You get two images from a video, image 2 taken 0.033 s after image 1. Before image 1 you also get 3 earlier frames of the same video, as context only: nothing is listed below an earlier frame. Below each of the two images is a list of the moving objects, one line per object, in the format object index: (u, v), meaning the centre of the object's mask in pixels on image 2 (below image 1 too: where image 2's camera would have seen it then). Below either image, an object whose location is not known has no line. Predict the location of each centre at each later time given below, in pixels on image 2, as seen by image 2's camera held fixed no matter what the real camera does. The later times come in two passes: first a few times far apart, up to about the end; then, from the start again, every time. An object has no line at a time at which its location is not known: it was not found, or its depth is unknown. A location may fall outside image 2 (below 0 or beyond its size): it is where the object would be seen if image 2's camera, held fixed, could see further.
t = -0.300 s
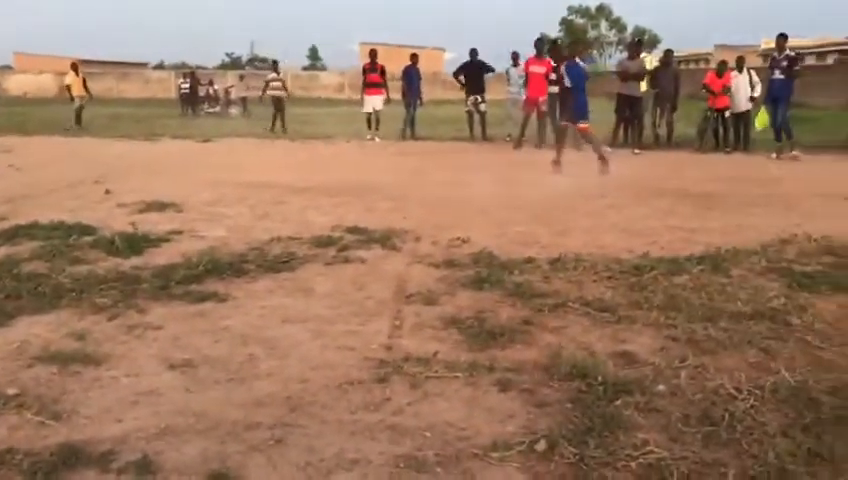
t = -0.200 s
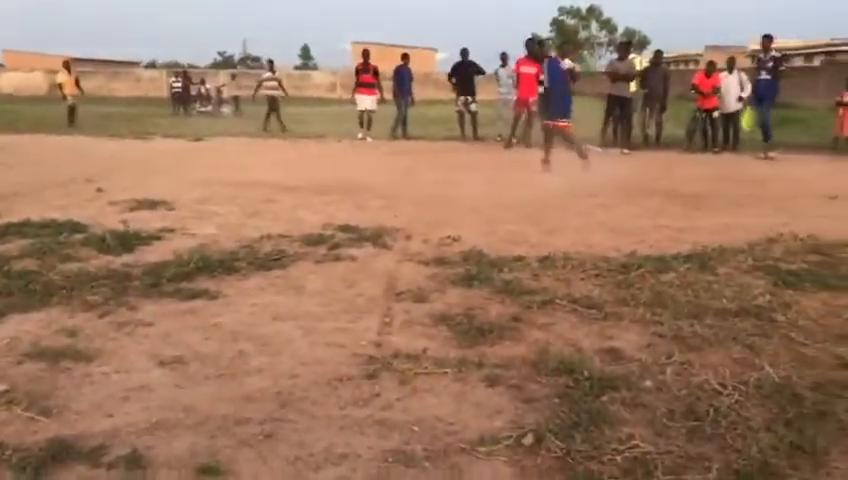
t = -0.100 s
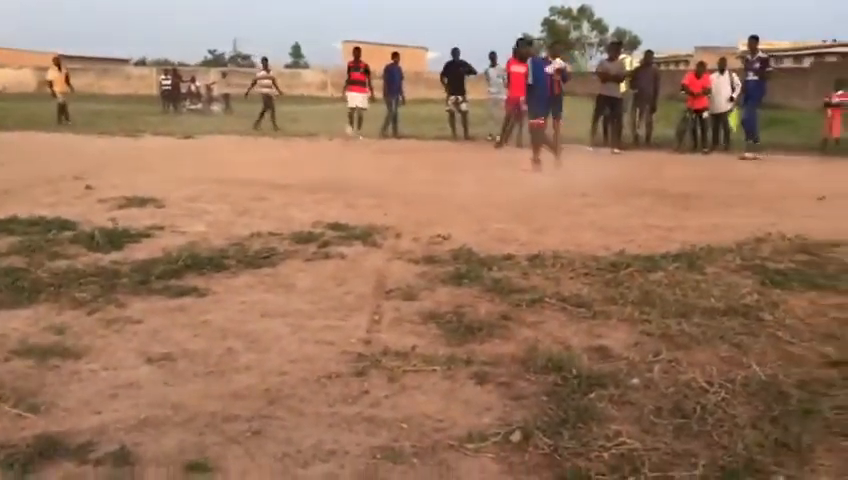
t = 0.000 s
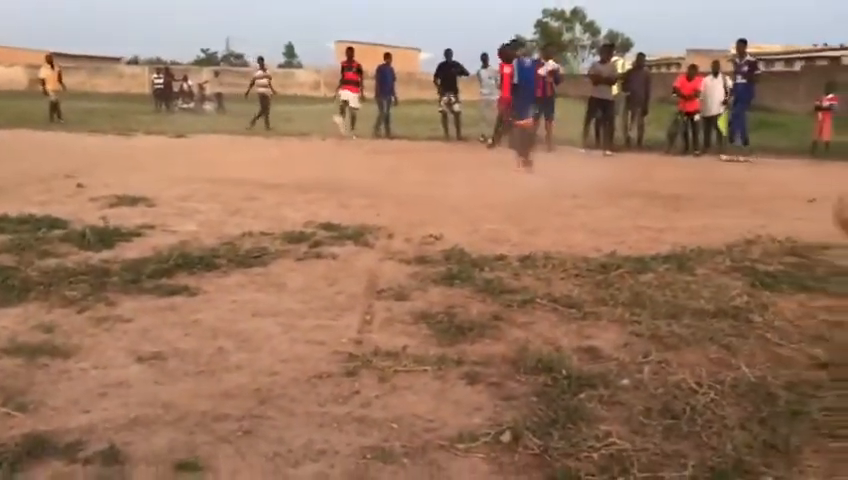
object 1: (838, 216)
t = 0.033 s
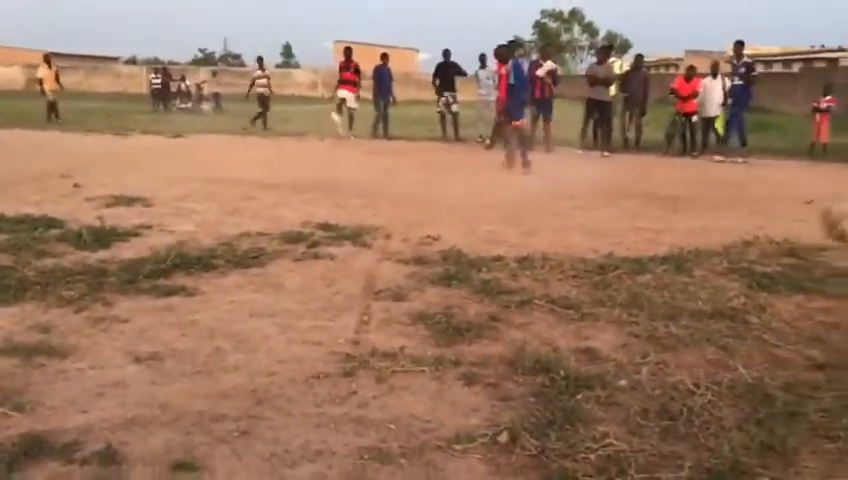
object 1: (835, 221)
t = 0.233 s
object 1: (791, 227)
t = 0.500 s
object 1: (727, 234)
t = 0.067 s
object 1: (832, 229)
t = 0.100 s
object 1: (830, 239)
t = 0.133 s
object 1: (822, 241)
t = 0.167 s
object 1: (811, 238)
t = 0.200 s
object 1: (803, 234)
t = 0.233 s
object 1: (791, 227)
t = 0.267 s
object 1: (784, 226)
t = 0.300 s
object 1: (779, 226)
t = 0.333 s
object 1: (770, 229)
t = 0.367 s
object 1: (760, 239)
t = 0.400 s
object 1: (753, 244)
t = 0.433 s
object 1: (745, 241)
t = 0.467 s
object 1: (736, 237)
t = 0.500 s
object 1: (727, 234)
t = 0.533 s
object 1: (718, 236)
